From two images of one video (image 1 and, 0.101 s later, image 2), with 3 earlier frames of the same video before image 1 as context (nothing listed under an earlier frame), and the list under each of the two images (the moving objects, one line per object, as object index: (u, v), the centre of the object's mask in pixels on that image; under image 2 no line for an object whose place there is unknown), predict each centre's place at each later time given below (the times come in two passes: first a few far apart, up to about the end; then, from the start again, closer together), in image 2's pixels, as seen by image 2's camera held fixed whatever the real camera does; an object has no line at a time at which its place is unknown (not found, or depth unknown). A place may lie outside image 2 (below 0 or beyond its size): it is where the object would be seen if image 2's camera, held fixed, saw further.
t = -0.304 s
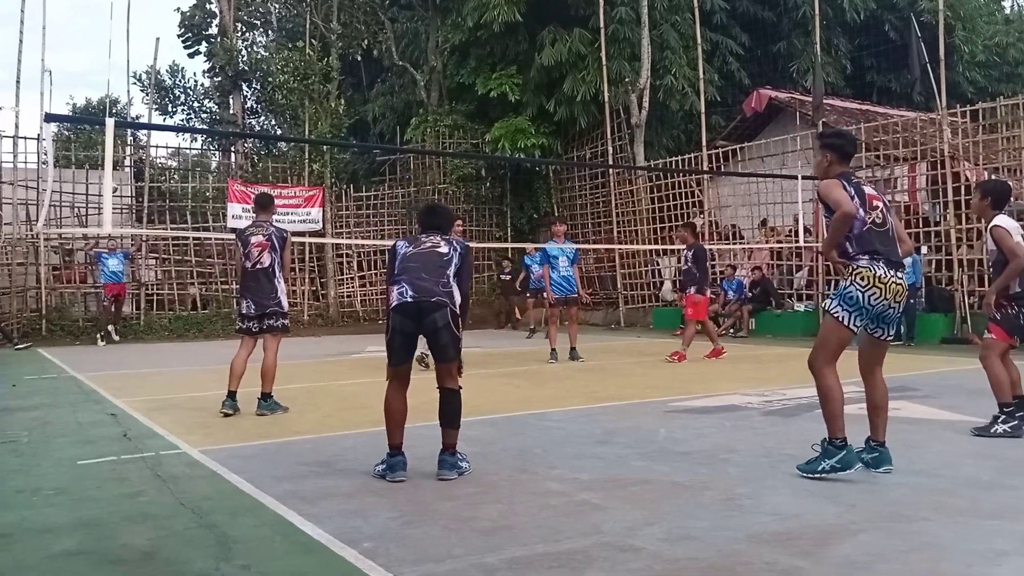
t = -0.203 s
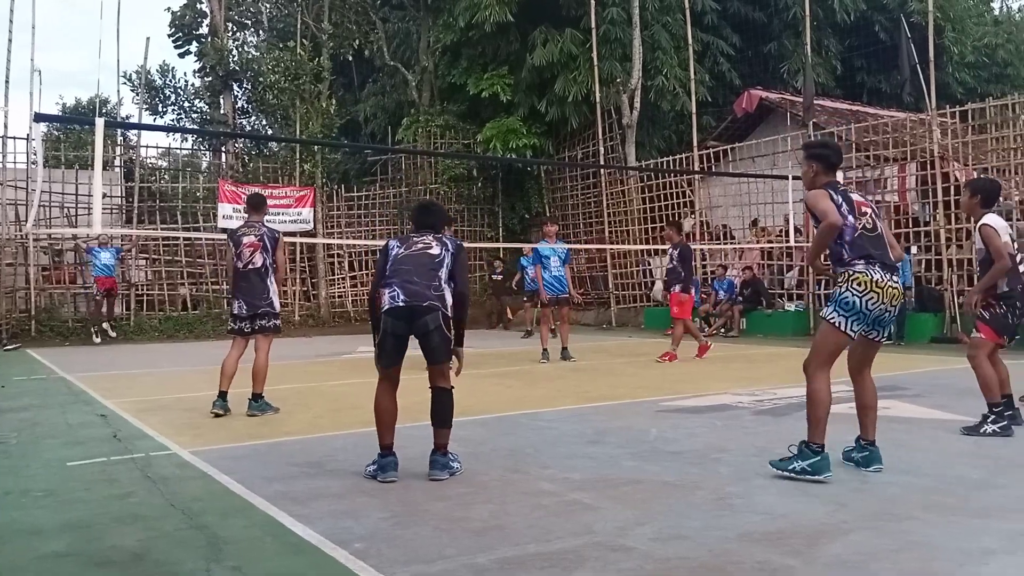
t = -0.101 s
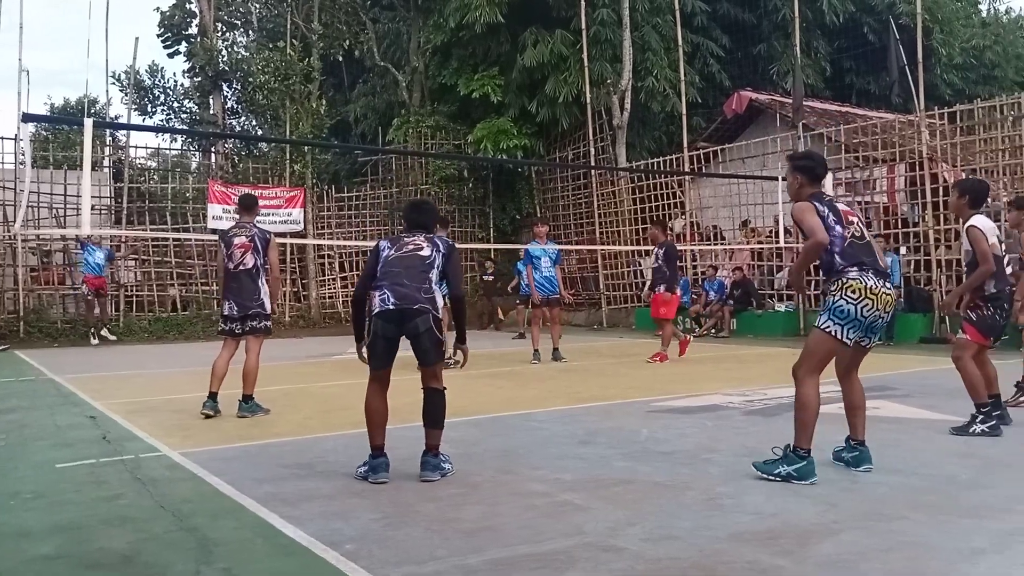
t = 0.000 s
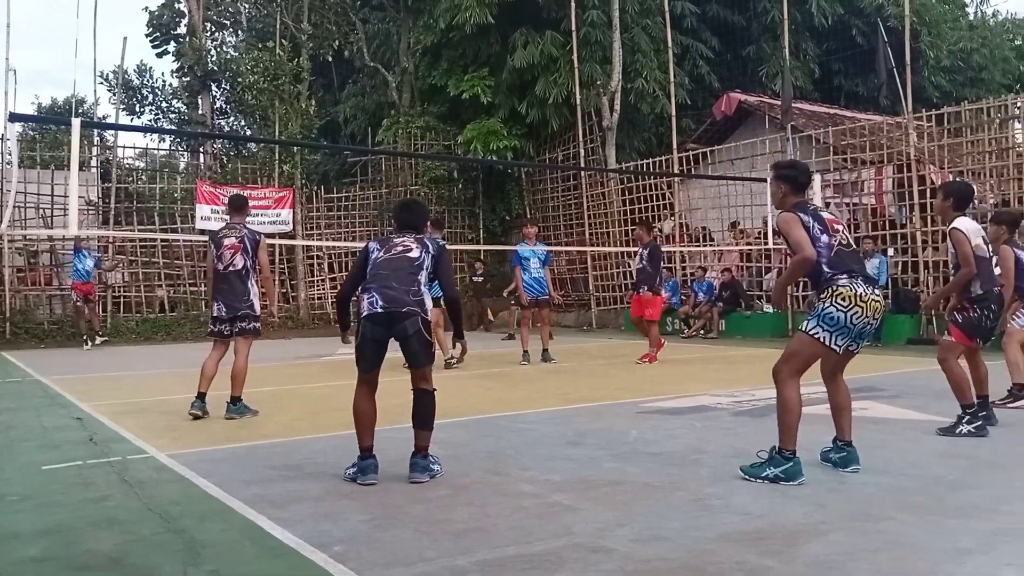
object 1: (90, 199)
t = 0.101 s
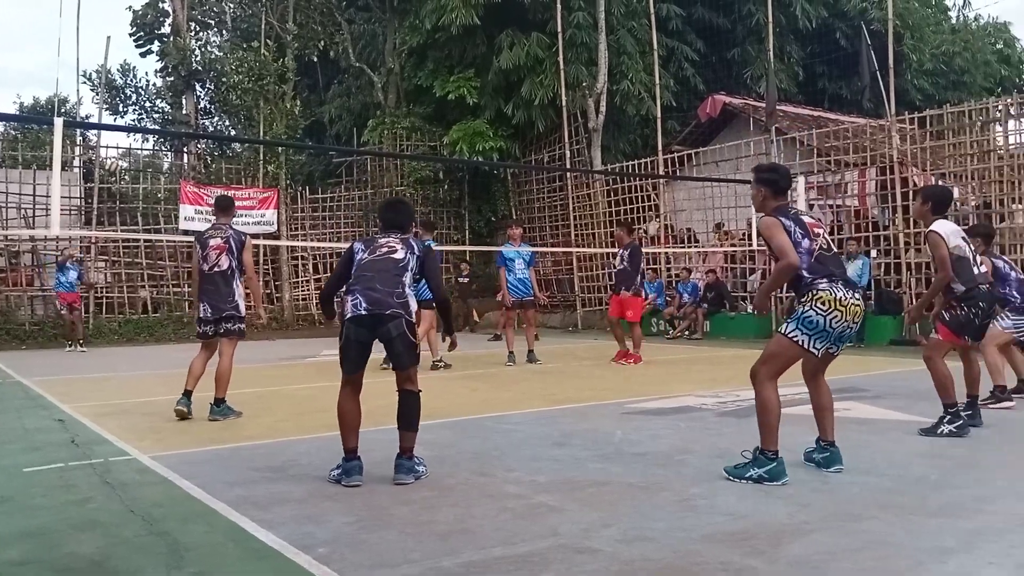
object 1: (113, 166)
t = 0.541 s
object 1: (340, 73)
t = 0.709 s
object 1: (455, 65)
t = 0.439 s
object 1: (280, 86)
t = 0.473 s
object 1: (298, 80)
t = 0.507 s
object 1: (319, 77)
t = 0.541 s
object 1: (340, 73)
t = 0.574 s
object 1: (362, 70)
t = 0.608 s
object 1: (385, 68)
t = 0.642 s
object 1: (406, 66)
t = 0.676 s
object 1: (430, 64)
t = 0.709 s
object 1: (455, 65)
